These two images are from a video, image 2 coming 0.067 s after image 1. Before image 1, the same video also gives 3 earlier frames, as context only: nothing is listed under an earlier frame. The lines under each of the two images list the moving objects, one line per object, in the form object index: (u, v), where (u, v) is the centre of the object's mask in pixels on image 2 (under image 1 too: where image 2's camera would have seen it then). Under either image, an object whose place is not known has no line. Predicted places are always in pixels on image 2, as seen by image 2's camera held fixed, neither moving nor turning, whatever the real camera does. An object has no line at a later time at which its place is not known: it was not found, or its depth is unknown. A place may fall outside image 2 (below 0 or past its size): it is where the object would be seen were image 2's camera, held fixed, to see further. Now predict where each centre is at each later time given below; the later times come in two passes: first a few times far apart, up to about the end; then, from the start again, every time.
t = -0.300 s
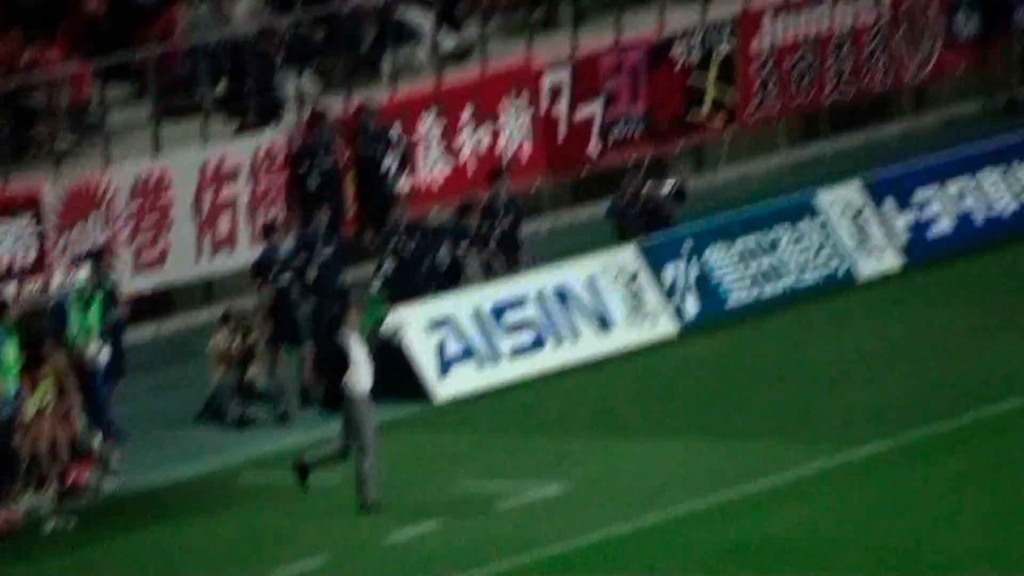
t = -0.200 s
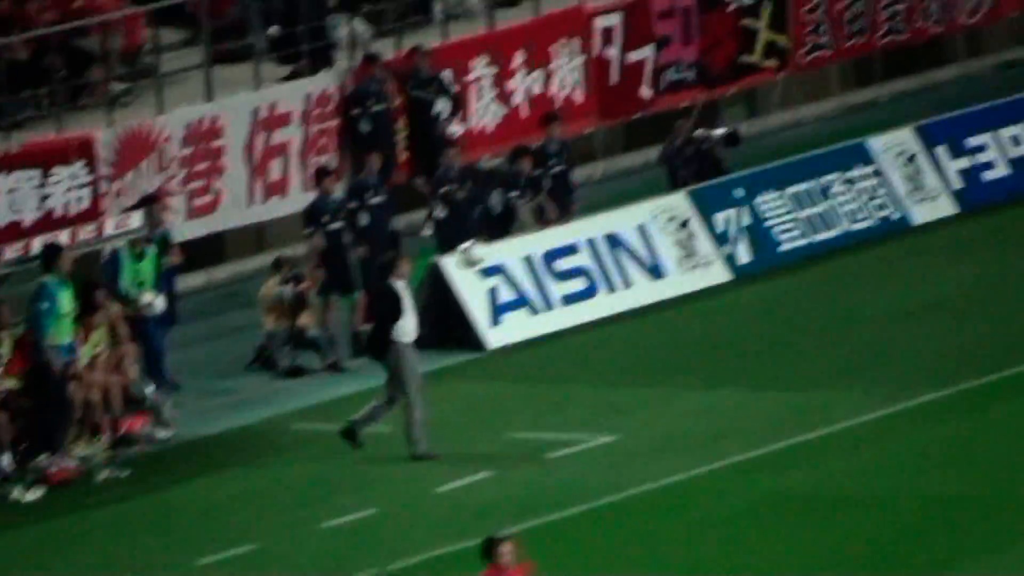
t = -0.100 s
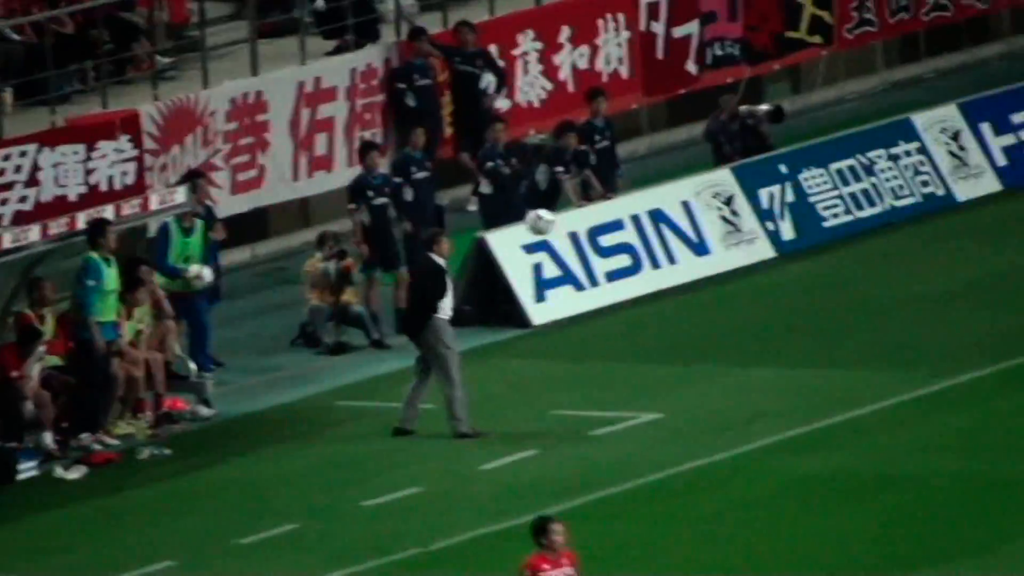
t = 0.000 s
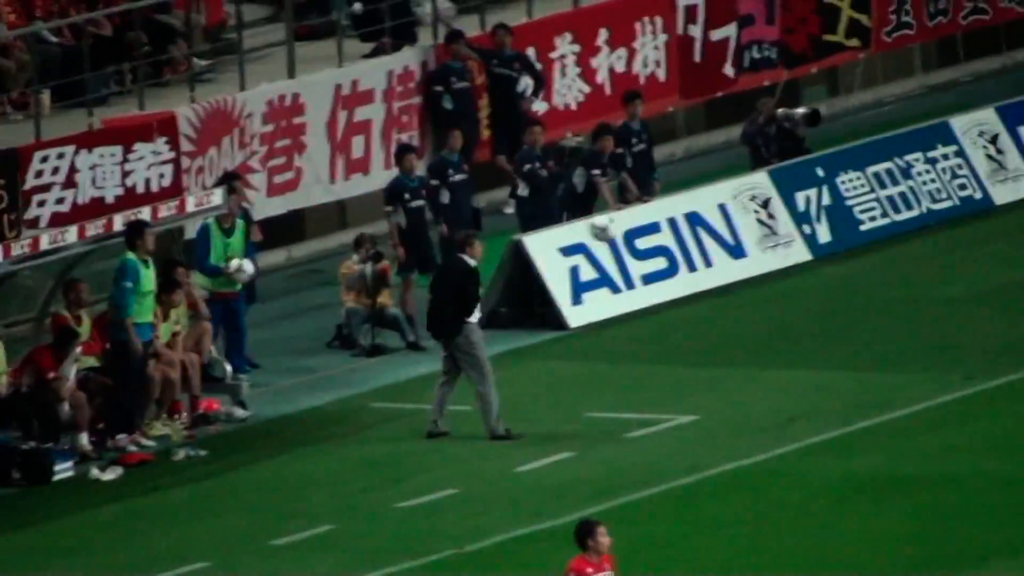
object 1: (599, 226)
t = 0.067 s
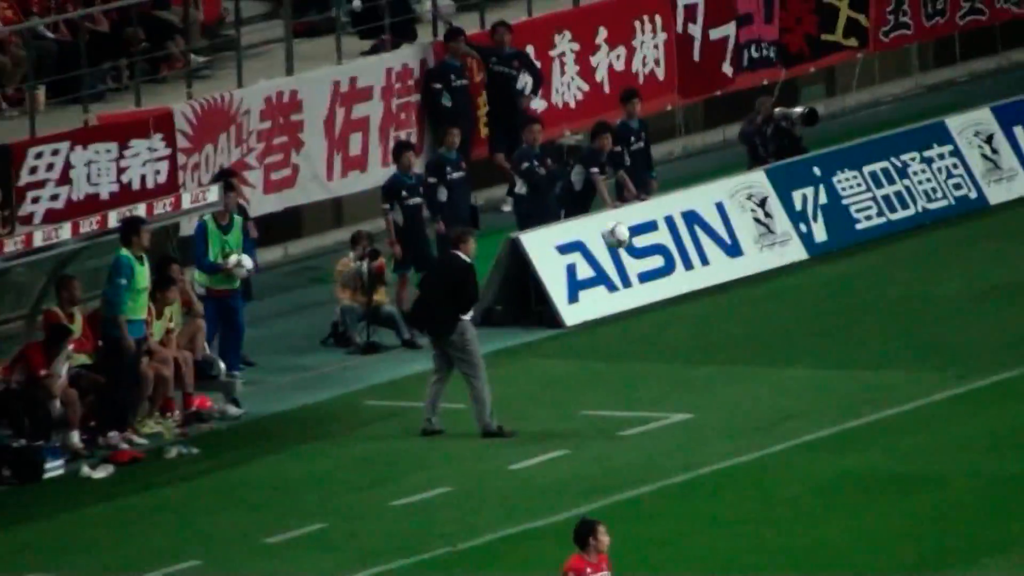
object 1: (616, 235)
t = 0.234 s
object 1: (658, 279)
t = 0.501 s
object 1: (727, 404)
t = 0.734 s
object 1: (730, 350)
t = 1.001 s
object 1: (734, 367)
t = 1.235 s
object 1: (741, 401)
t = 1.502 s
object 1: (750, 410)
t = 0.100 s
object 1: (626, 241)
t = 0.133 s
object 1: (634, 249)
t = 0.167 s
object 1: (643, 258)
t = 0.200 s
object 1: (651, 268)
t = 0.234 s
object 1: (658, 279)
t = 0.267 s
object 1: (668, 291)
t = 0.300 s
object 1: (677, 305)
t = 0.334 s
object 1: (685, 320)
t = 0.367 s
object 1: (694, 335)
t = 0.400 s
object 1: (703, 353)
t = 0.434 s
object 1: (713, 373)
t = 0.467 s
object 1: (722, 394)
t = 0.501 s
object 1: (727, 404)
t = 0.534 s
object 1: (728, 392)
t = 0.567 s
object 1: (727, 382)
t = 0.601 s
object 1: (727, 373)
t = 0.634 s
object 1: (726, 365)
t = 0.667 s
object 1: (727, 359)
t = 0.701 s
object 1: (729, 353)
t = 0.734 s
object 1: (730, 350)
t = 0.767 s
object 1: (730, 348)
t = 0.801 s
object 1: (730, 347)
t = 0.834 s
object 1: (730, 348)
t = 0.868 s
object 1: (731, 349)
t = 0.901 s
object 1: (732, 351)
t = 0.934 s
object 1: (732, 355)
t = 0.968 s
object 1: (733, 360)
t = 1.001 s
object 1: (734, 367)
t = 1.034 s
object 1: (735, 375)
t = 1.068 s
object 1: (736, 384)
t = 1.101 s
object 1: (736, 394)
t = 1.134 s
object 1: (737, 406)
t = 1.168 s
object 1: (738, 411)
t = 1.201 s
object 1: (739, 405)
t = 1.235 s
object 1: (741, 401)
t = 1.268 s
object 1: (742, 397)
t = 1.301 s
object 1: (743, 395)
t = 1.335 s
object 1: (744, 394)
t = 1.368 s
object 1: (745, 395)
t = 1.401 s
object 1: (747, 397)
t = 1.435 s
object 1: (748, 400)
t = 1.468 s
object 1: (749, 404)
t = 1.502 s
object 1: (750, 410)
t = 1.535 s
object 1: (752, 414)
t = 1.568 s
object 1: (753, 411)
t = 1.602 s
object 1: (754, 410)
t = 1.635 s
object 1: (756, 410)
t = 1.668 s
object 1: (757, 411)
